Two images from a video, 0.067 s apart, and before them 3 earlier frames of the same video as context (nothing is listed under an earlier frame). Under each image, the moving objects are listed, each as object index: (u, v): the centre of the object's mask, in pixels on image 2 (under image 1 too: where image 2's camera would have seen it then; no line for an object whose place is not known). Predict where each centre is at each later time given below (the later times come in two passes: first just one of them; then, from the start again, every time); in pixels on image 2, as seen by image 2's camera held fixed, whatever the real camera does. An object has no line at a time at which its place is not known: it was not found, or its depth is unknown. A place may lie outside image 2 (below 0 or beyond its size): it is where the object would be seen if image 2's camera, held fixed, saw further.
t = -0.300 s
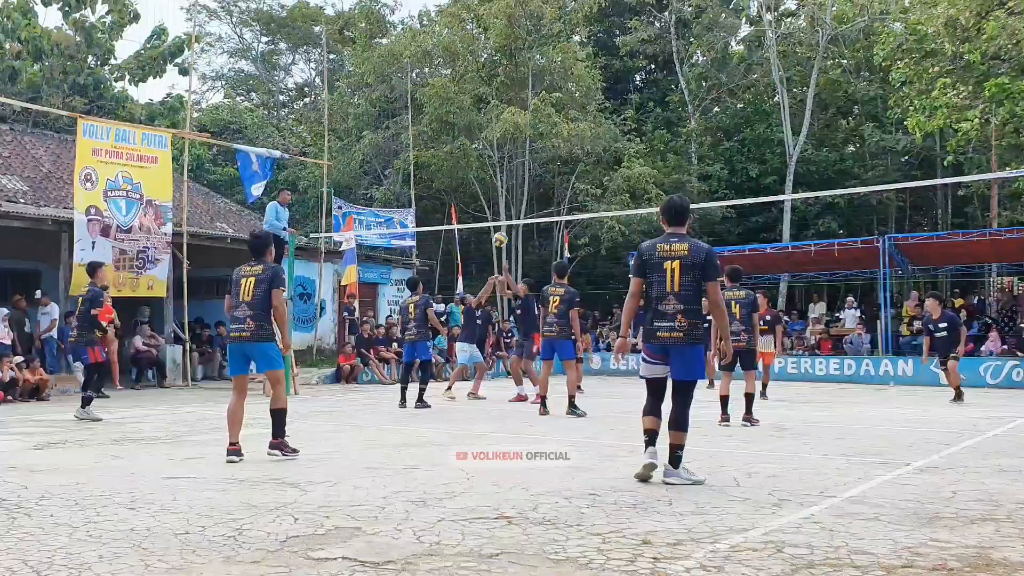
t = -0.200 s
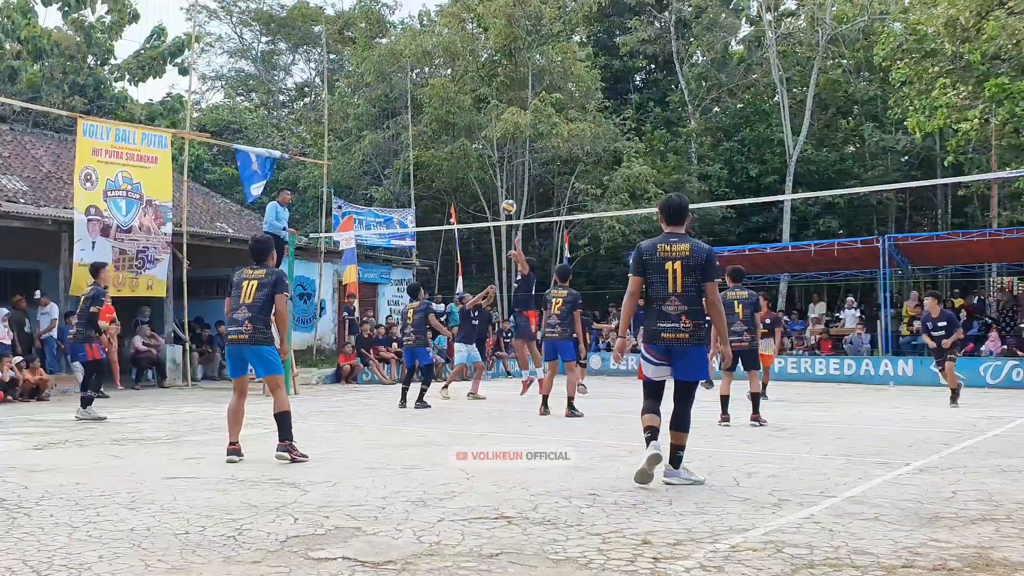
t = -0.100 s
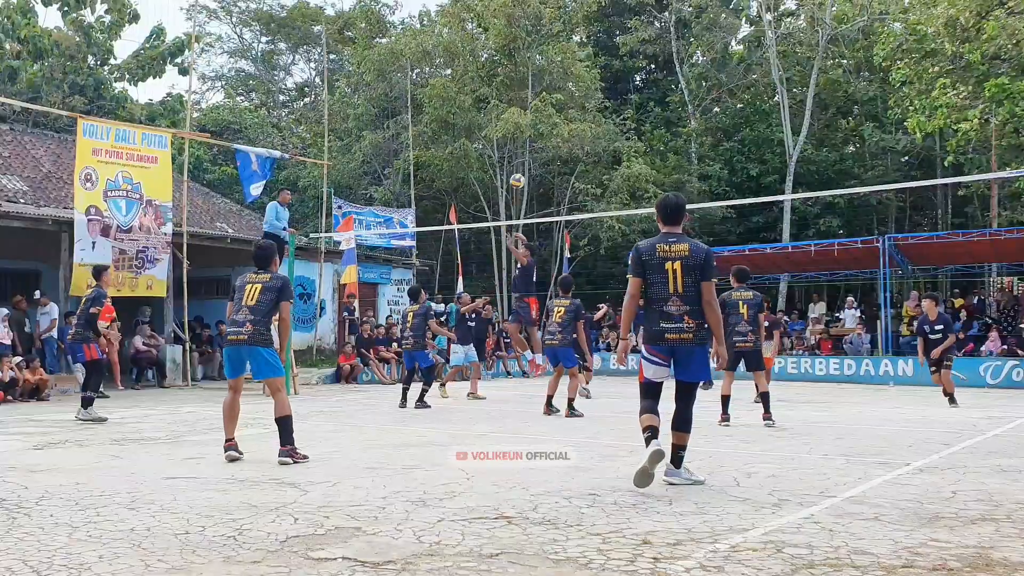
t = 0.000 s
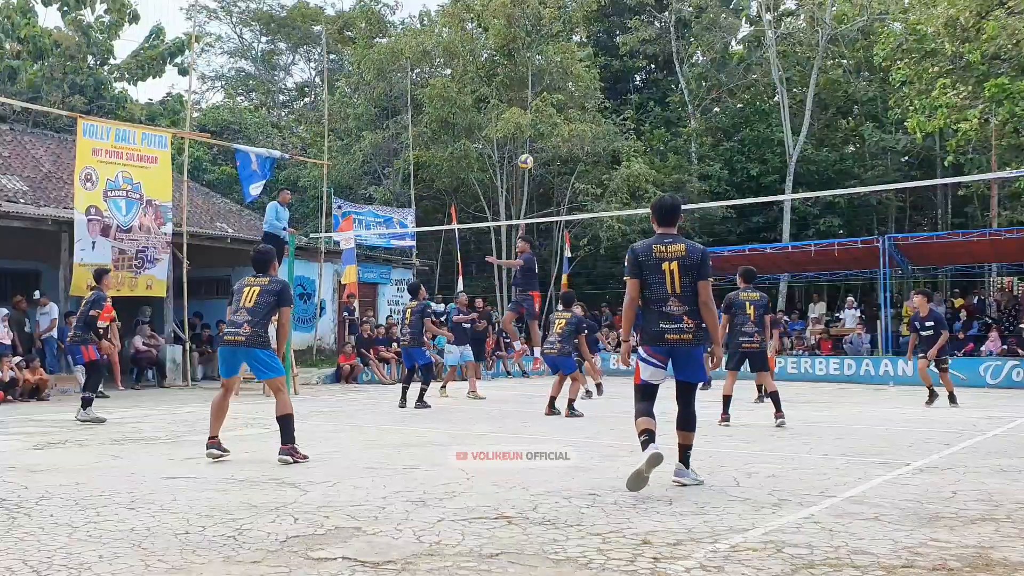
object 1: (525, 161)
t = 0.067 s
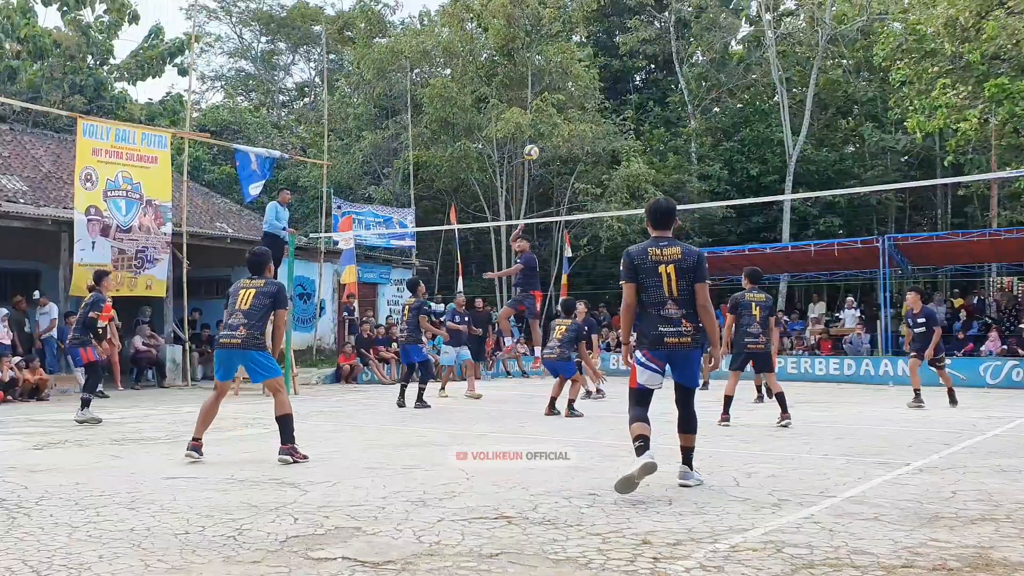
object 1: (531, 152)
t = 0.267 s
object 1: (546, 143)
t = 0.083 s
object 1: (532, 150)
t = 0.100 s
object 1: (534, 149)
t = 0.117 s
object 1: (535, 147)
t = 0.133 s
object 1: (536, 146)
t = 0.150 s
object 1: (538, 145)
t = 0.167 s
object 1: (539, 144)
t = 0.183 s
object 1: (540, 144)
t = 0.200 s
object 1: (542, 143)
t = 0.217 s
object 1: (543, 142)
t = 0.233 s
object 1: (544, 143)
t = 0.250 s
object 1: (545, 143)
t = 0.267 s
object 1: (546, 143)
